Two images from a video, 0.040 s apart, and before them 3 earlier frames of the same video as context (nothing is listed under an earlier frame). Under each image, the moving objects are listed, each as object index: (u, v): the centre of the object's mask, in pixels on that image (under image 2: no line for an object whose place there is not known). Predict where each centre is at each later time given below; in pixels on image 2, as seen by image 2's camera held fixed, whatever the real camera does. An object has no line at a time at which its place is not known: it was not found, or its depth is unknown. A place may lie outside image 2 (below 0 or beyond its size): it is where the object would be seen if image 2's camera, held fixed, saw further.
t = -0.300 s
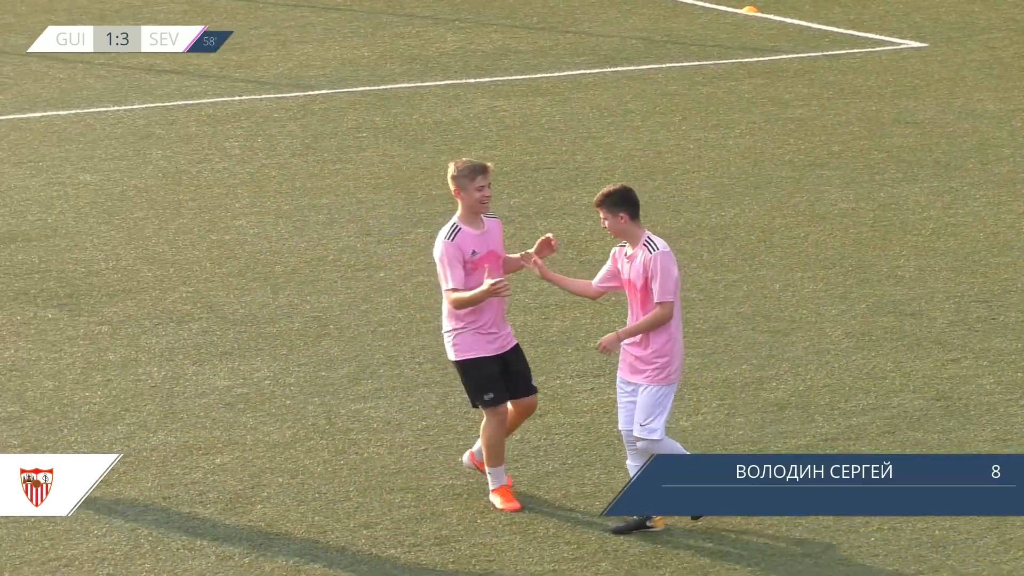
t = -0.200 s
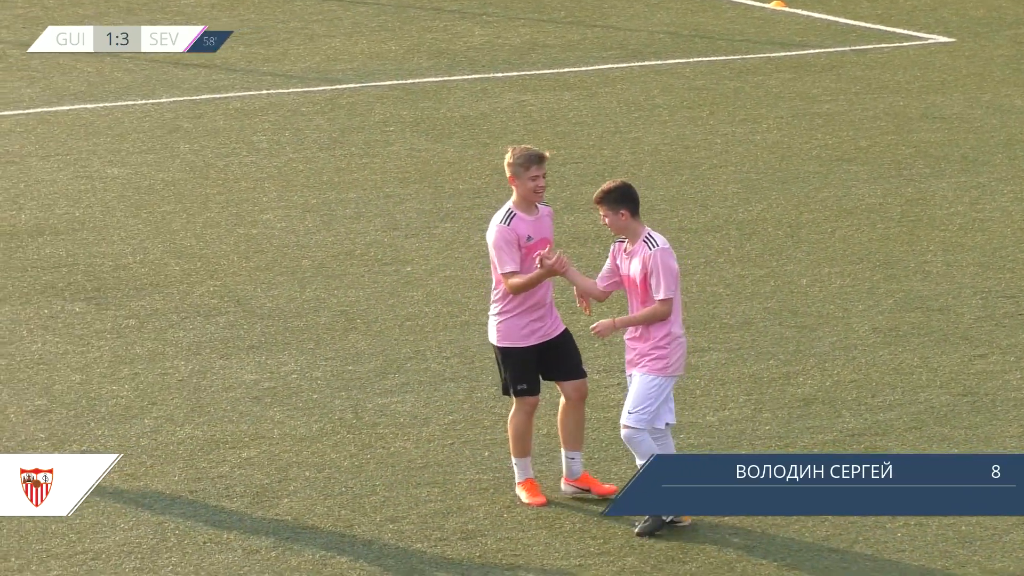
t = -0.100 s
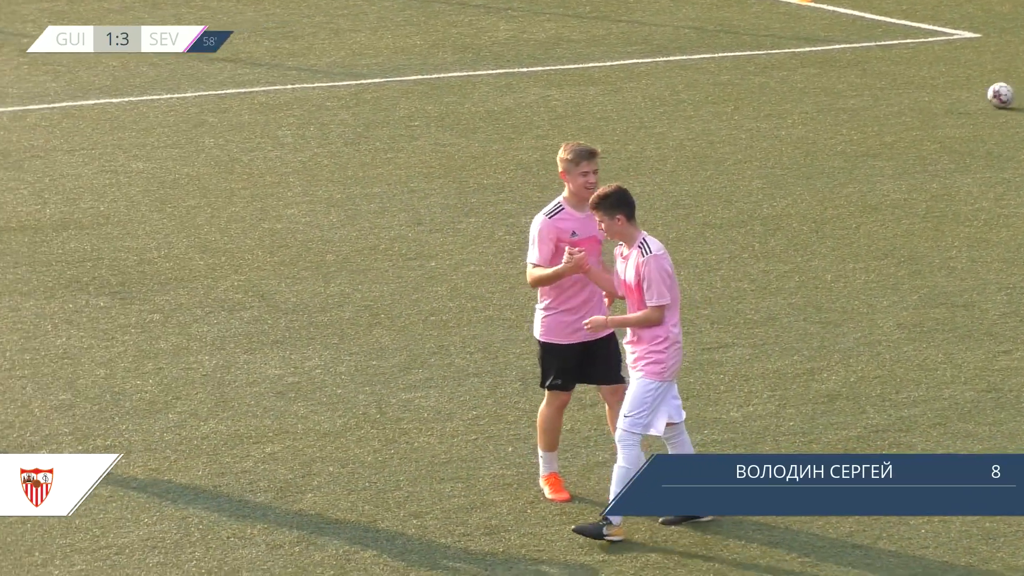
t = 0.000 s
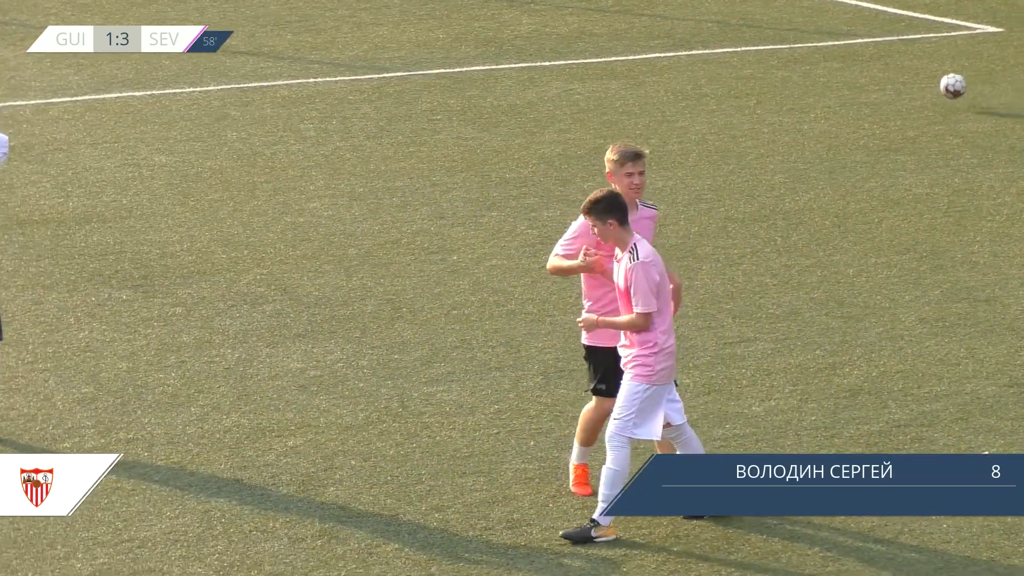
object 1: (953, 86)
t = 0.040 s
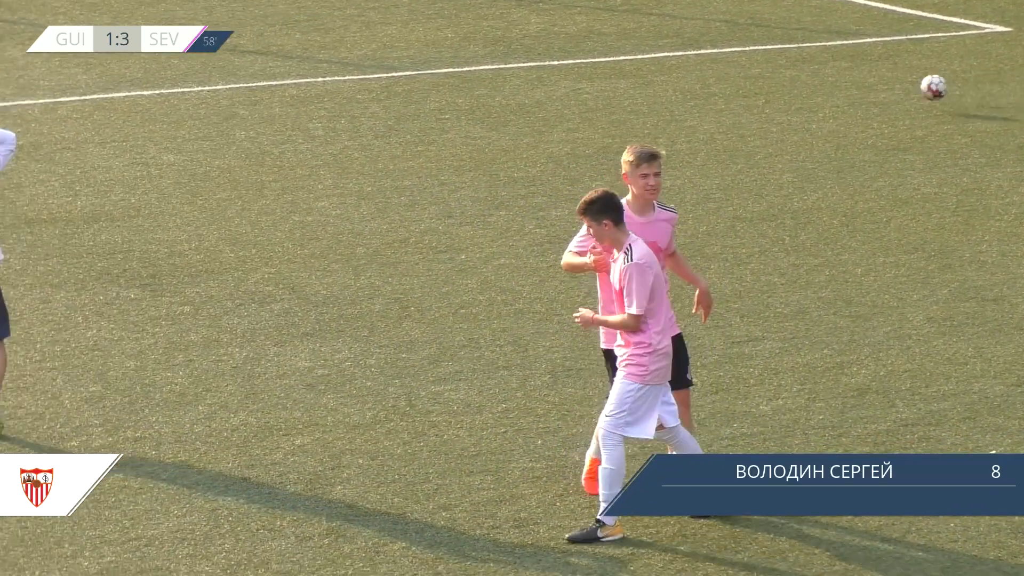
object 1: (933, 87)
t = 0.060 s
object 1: (921, 88)
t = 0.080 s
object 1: (908, 90)
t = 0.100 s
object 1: (895, 93)
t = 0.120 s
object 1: (882, 97)
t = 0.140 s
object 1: (868, 101)
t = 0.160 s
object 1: (853, 106)
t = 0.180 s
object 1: (841, 108)
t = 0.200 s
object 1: (825, 108)
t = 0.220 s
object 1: (809, 108)
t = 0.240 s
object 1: (794, 109)
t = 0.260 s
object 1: (779, 109)
